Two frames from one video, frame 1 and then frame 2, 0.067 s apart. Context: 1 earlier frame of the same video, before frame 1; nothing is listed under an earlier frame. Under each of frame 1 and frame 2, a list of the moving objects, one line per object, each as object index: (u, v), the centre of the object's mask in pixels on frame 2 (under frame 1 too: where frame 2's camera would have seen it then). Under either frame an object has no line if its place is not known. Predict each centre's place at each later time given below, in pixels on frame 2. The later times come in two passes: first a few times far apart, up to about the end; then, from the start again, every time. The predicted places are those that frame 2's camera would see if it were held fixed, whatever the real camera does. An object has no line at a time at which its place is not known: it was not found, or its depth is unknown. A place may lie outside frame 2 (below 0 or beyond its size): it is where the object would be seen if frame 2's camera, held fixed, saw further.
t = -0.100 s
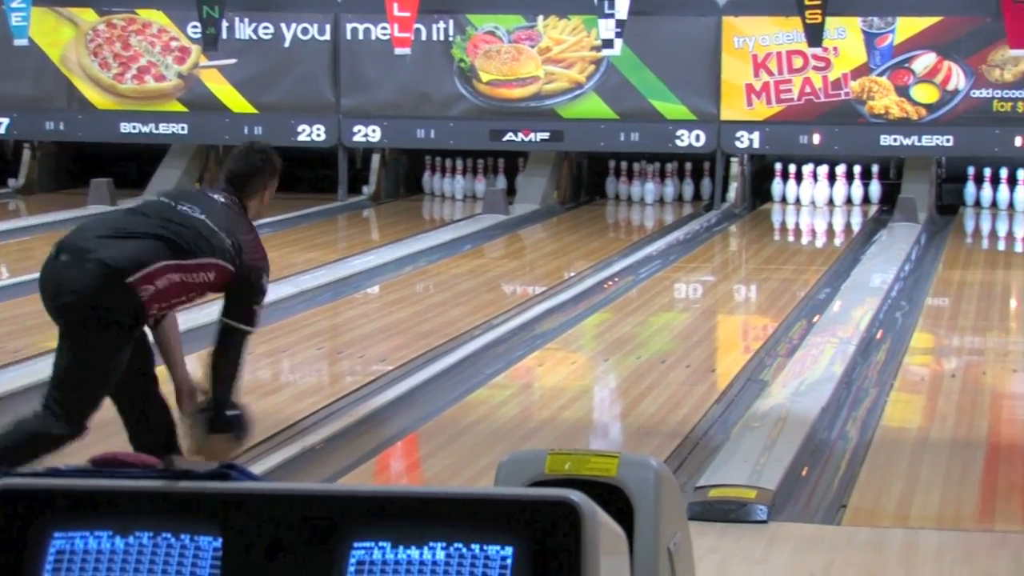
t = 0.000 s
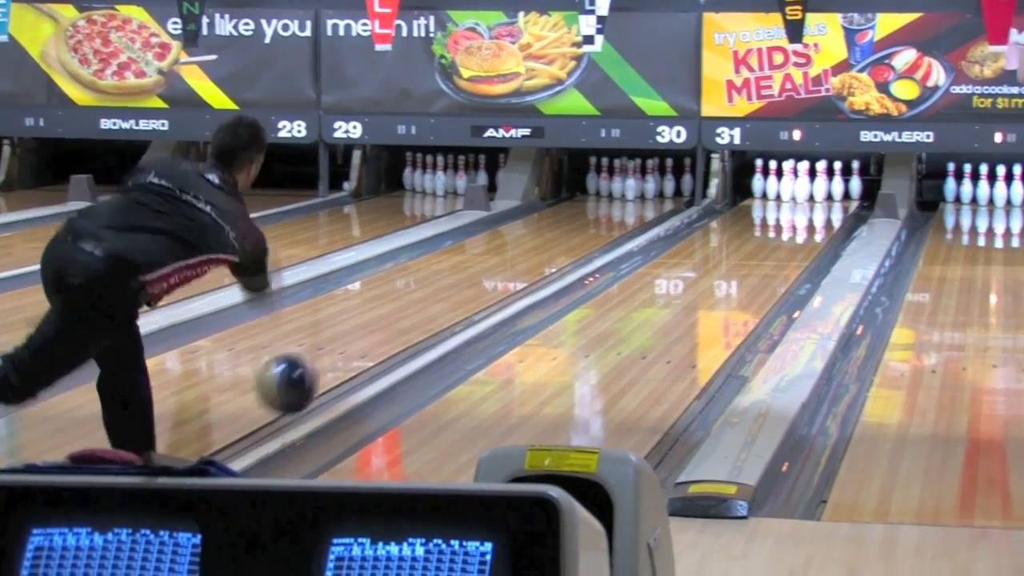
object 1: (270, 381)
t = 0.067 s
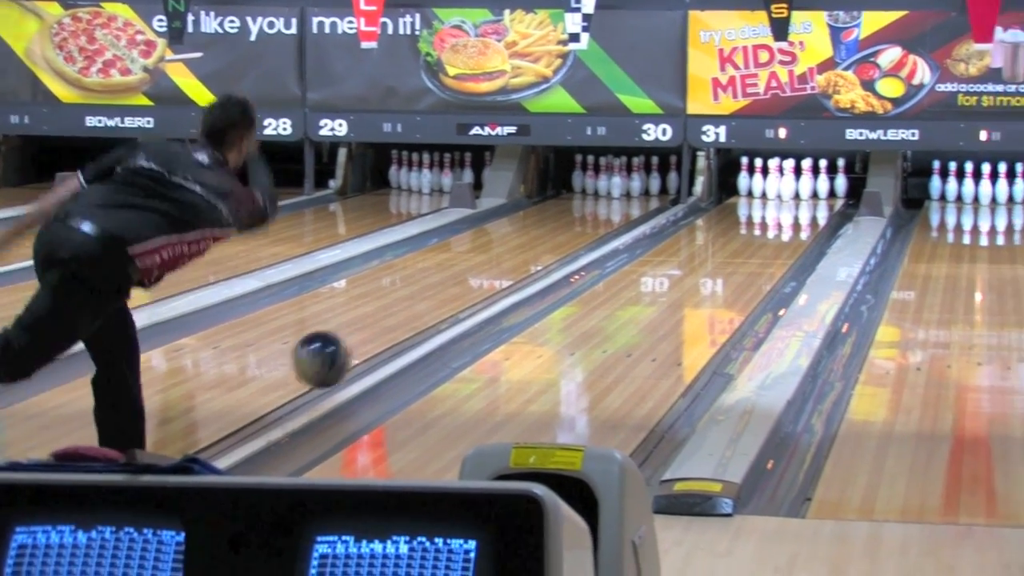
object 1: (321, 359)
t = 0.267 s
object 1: (443, 365)
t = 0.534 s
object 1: (559, 320)
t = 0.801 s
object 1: (644, 283)
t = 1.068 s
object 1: (707, 253)
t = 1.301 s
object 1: (749, 234)
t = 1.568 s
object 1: (784, 214)
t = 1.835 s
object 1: (797, 199)
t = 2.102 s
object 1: (797, 188)
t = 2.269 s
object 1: (800, 184)
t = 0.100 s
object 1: (344, 353)
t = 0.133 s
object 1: (367, 350)
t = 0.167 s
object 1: (387, 350)
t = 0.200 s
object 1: (407, 352)
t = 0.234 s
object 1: (426, 357)
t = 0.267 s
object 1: (443, 365)
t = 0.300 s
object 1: (462, 361)
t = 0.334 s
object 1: (477, 353)
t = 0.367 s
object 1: (493, 347)
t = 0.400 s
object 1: (508, 343)
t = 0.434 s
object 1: (521, 337)
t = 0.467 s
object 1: (535, 330)
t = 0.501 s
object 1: (548, 325)
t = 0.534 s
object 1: (559, 320)
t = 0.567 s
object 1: (572, 315)
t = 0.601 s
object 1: (583, 310)
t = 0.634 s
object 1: (594, 305)
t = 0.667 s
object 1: (605, 300)
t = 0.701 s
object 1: (615, 295)
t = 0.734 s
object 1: (626, 291)
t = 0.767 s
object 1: (634, 286)
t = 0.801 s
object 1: (644, 283)
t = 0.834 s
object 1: (653, 279)
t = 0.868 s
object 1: (661, 275)
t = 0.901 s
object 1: (669, 271)
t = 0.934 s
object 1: (678, 267)
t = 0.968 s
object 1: (685, 263)
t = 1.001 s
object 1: (693, 260)
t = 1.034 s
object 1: (700, 257)
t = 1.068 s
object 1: (707, 253)
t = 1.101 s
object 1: (713, 251)
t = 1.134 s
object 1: (720, 248)
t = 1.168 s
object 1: (726, 245)
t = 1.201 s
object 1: (732, 242)
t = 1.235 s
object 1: (738, 239)
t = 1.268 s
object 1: (744, 236)
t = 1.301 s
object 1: (749, 234)
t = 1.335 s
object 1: (755, 231)
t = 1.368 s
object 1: (760, 228)
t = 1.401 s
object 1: (765, 226)
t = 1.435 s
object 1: (769, 223)
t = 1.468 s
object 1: (773, 221)
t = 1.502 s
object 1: (777, 218)
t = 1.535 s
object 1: (780, 216)
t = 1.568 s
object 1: (784, 214)
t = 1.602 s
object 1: (786, 211)
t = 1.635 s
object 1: (789, 210)
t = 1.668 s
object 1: (791, 208)
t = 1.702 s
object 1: (793, 206)
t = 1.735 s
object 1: (795, 205)
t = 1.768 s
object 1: (796, 203)
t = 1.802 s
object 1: (797, 201)
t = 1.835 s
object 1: (797, 199)
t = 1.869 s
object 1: (798, 198)
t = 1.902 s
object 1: (798, 196)
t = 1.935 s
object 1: (798, 194)
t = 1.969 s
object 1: (797, 193)
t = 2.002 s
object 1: (796, 192)
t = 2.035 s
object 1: (795, 190)
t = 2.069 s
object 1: (795, 189)
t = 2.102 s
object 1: (797, 188)
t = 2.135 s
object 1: (797, 187)
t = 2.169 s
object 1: (798, 186)
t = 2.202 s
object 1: (799, 185)
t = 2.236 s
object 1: (799, 184)
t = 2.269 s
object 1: (800, 184)
